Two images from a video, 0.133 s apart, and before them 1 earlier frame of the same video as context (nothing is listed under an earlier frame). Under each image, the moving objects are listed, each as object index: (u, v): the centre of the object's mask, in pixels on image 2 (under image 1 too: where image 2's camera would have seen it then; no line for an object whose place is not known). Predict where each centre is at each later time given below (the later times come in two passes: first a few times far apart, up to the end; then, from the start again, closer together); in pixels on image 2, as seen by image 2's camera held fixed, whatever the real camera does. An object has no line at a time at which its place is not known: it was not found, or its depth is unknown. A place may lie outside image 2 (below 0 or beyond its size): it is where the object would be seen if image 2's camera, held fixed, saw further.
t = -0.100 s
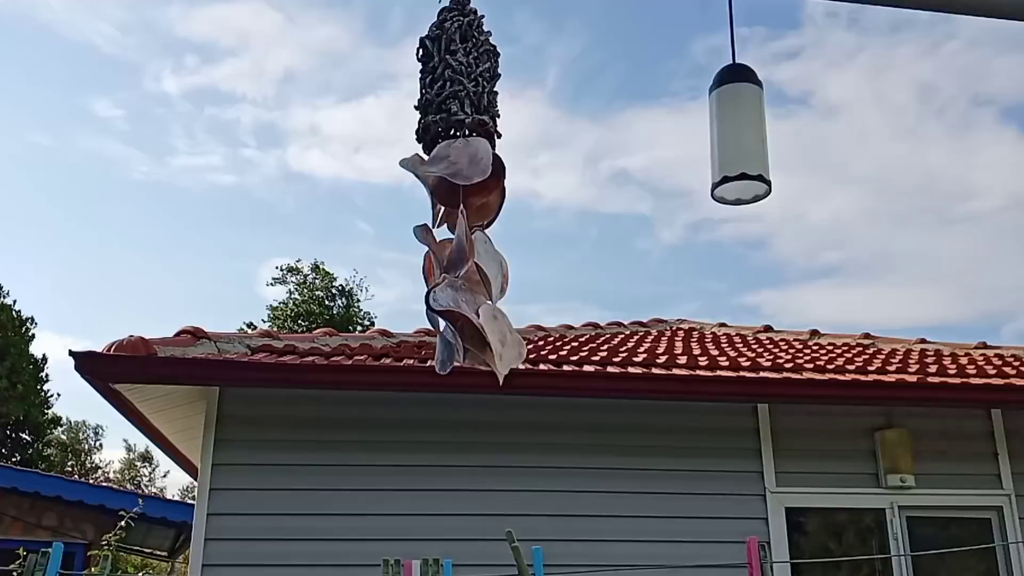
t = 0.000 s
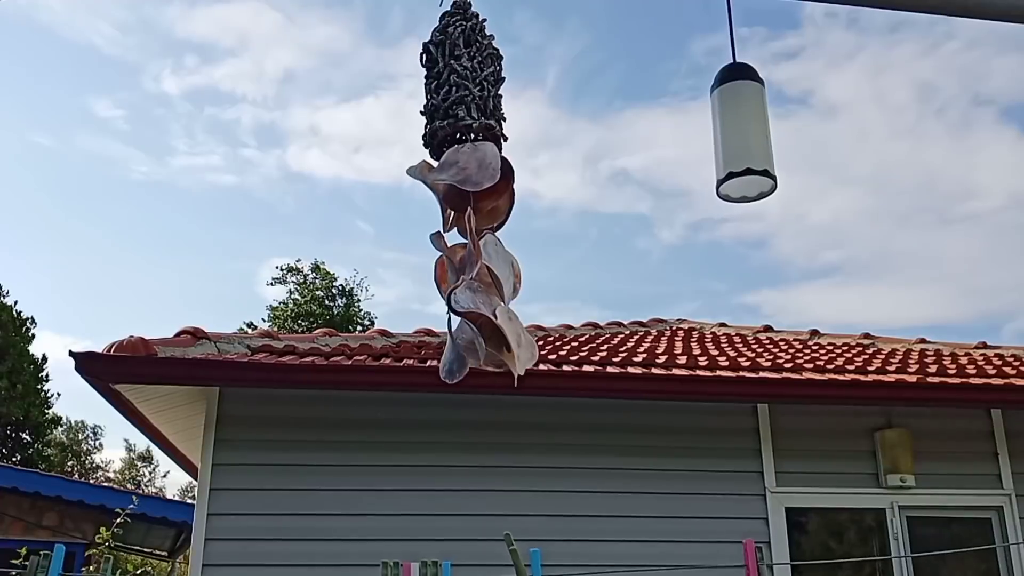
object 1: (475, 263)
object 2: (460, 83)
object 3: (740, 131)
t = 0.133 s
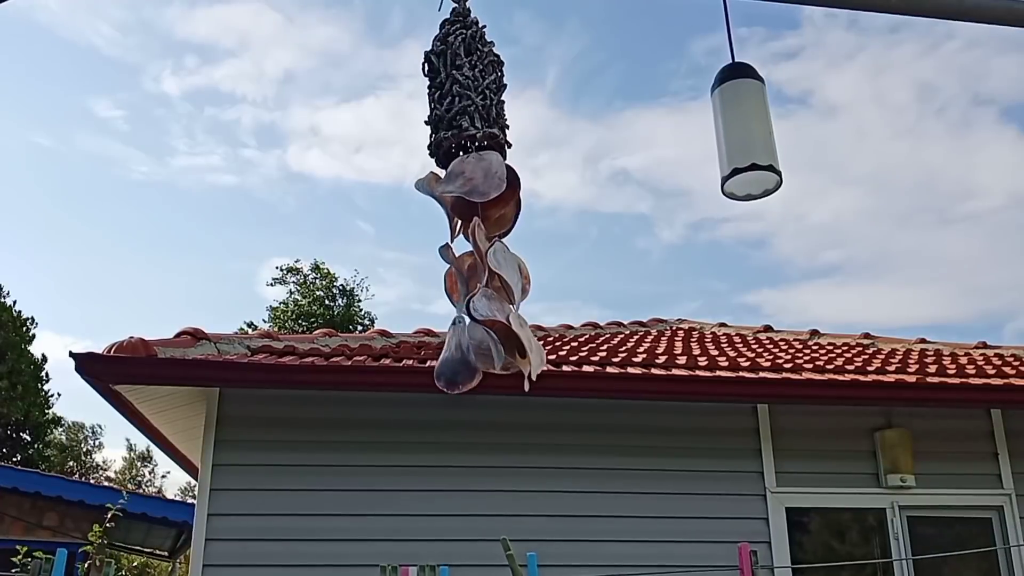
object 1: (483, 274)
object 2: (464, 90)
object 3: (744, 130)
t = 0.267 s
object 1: (480, 286)
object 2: (465, 94)
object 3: (744, 130)
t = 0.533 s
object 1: (459, 291)
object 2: (456, 98)
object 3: (731, 137)
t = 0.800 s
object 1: (433, 283)
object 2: (447, 95)
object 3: (726, 140)
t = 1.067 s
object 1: (419, 279)
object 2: (443, 90)
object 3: (736, 135)
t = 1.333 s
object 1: (440, 277)
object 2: (451, 88)
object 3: (741, 130)
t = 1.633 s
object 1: (472, 282)
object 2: (462, 94)
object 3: (729, 138)
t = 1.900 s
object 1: (464, 292)
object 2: (459, 100)
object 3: (725, 140)
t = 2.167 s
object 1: (436, 289)
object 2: (449, 98)
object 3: (734, 135)
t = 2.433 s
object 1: (425, 284)
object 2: (446, 93)
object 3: (737, 133)
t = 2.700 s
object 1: (445, 267)
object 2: (450, 88)
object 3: (729, 139)
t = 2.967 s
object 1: (466, 271)
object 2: (458, 92)
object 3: (729, 140)
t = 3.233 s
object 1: (465, 283)
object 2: (461, 98)
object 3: (739, 135)
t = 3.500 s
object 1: (446, 292)
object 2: (454, 100)
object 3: (737, 134)
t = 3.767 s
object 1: (431, 286)
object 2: (449, 95)
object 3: (730, 139)
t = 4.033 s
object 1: (435, 275)
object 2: (449, 90)
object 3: (731, 140)
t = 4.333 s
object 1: (456, 274)
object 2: (455, 92)
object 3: (736, 135)
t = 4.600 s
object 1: (462, 284)
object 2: (457, 99)
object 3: (735, 135)
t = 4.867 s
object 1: (454, 287)
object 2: (455, 102)
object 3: (730, 140)
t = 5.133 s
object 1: (443, 281)
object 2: (451, 99)
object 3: (730, 139)
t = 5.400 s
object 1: (442, 270)
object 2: (449, 92)
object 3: (737, 135)
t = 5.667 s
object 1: (451, 269)
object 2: (452, 91)
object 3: (736, 136)
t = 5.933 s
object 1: (456, 281)
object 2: (455, 96)
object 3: (728, 139)
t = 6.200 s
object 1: (453, 289)
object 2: (454, 101)
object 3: (727, 138)
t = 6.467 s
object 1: (447, 288)
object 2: (451, 100)
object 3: (734, 134)
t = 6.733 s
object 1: (441, 276)
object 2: (450, 92)
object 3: (738, 133)
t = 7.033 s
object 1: (441, 264)
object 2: (450, 89)
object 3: (733, 137)
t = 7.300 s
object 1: (449, 272)
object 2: (454, 94)
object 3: (734, 138)
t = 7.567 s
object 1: (455, 287)
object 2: (459, 100)
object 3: (738, 134)
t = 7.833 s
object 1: (455, 292)
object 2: (458, 101)
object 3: (738, 135)
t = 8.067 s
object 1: (447, 287)
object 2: (455, 97)
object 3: (735, 139)
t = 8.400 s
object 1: (437, 272)
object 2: (451, 90)
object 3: (733, 140)
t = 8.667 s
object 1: (442, 274)
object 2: (453, 93)
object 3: (736, 138)
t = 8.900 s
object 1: (452, 283)
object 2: (457, 99)
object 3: (736, 137)
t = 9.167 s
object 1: (458, 291)
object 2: (458, 101)
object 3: (732, 138)
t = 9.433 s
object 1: (450, 290)
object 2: (455, 98)
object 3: (733, 138)
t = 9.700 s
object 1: (436, 280)
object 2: (449, 92)
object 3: (735, 137)
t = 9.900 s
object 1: (433, 275)
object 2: (449, 89)
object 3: (735, 137)
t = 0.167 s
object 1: (483, 277)
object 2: (465, 91)
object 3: (744, 130)
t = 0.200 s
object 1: (482, 280)
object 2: (465, 92)
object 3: (744, 130)
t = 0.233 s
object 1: (481, 283)
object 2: (465, 93)
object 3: (744, 130)
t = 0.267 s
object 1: (480, 286)
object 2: (465, 94)
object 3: (744, 130)
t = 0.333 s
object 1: (475, 289)
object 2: (464, 96)
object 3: (742, 132)
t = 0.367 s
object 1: (472, 290)
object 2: (463, 96)
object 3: (740, 132)
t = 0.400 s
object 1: (469, 291)
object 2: (462, 97)
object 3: (739, 133)
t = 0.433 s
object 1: (466, 291)
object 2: (460, 97)
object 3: (737, 134)
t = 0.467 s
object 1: (464, 291)
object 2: (459, 98)
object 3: (735, 135)
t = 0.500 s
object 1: (461, 291)
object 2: (457, 98)
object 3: (733, 136)
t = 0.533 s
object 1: (459, 291)
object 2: (456, 98)
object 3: (731, 137)
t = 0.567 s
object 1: (456, 291)
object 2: (455, 98)
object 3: (730, 138)
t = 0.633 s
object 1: (450, 290)
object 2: (453, 97)
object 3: (727, 139)
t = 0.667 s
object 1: (446, 289)
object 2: (452, 97)
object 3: (727, 139)
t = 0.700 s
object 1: (443, 288)
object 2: (450, 96)
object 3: (726, 139)
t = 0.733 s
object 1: (439, 286)
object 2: (449, 96)
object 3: (726, 140)
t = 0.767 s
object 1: (436, 285)
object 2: (448, 95)
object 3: (726, 140)
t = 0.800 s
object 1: (433, 283)
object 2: (447, 95)
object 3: (726, 140)
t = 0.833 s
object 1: (429, 282)
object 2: (446, 94)
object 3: (727, 139)
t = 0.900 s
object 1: (424, 280)
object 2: (444, 93)
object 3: (729, 138)
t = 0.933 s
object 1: (422, 280)
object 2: (444, 92)
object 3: (730, 138)
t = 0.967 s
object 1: (421, 280)
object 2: (443, 91)
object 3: (732, 137)
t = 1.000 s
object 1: (419, 280)
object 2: (443, 91)
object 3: (733, 136)
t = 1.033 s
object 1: (419, 279)
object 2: (443, 90)
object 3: (735, 135)
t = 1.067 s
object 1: (419, 279)
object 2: (443, 90)
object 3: (736, 135)
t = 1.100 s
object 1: (419, 279)
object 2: (443, 89)
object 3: (737, 133)
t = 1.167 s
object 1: (422, 278)
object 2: (444, 88)
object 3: (740, 132)
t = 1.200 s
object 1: (425, 278)
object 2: (445, 88)
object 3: (740, 131)
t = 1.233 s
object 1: (428, 277)
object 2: (447, 88)
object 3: (741, 131)
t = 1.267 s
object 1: (432, 277)
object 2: (448, 88)
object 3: (741, 130)
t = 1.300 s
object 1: (436, 277)
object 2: (449, 88)
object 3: (741, 130)
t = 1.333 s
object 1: (440, 277)
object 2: (451, 88)
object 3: (741, 130)
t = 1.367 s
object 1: (445, 278)
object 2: (453, 88)
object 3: (740, 131)
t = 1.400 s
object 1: (449, 278)
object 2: (454, 88)
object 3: (740, 131)
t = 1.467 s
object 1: (457, 279)
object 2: (457, 89)
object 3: (737, 133)
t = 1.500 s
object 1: (461, 280)
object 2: (458, 90)
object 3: (736, 134)
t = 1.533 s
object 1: (465, 280)
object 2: (459, 91)
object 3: (734, 135)
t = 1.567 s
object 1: (468, 280)
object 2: (460, 92)
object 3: (732, 136)
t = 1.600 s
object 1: (471, 281)
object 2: (461, 93)
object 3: (731, 137)
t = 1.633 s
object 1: (472, 282)
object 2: (462, 94)
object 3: (729, 138)
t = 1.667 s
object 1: (473, 284)
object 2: (462, 95)
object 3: (728, 139)
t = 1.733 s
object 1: (473, 289)
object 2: (462, 97)
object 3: (726, 140)
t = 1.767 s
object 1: (472, 290)
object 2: (462, 98)
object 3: (725, 140)
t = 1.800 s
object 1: (471, 291)
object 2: (461, 98)
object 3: (724, 141)
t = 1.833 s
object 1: (469, 291)
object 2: (461, 99)
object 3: (724, 141)
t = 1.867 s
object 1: (467, 292)
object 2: (460, 100)
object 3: (724, 140)
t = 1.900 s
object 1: (464, 292)
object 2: (459, 100)
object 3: (725, 140)
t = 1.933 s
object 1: (461, 292)
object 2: (458, 100)
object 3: (725, 140)
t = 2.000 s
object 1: (454, 290)
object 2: (456, 100)
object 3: (727, 139)
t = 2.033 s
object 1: (450, 289)
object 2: (455, 100)
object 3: (729, 138)
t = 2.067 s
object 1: (446, 289)
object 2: (453, 100)
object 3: (730, 137)
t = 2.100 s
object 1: (443, 289)
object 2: (452, 99)
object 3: (732, 136)
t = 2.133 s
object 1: (439, 289)
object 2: (450, 99)
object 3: (733, 135)
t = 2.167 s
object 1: (436, 289)
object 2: (449, 98)
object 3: (734, 135)
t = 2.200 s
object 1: (433, 289)
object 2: (449, 98)
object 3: (736, 134)
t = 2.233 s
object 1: (431, 289)
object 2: (448, 98)
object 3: (737, 133)
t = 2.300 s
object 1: (427, 287)
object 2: (446, 96)
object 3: (738, 132)
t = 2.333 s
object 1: (425, 286)
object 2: (446, 96)
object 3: (738, 132)
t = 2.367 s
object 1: (425, 286)
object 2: (446, 95)
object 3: (738, 132)
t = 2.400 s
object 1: (425, 285)
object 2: (446, 94)
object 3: (738, 132)
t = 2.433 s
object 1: (425, 284)
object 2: (446, 93)
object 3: (737, 133)
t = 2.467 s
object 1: (426, 282)
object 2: (446, 92)
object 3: (737, 133)
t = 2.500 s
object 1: (428, 280)
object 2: (447, 91)
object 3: (736, 134)
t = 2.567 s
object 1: (432, 275)
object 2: (447, 89)
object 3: (734, 135)
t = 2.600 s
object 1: (435, 273)
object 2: (448, 89)
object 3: (732, 136)
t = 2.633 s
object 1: (438, 271)
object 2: (449, 88)
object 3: (731, 137)
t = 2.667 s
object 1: (441, 269)
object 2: (449, 88)
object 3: (730, 138)
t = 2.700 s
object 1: (445, 267)
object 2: (450, 88)
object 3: (729, 139)
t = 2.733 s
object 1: (448, 266)
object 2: (451, 88)
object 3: (729, 139)
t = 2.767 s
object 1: (452, 266)
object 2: (452, 88)
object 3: (728, 140)
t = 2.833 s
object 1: (457, 266)
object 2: (454, 89)
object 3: (727, 141)
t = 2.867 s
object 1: (460, 266)
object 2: (455, 90)
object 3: (727, 141)
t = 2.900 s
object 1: (462, 268)
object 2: (456, 90)
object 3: (728, 141)
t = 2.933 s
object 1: (464, 269)
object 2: (457, 91)
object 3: (728, 141)
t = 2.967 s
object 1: (466, 271)
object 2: (458, 92)
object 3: (729, 140)
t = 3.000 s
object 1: (467, 273)
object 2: (459, 93)
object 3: (730, 140)
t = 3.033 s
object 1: (468, 274)
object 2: (460, 94)
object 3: (731, 139)
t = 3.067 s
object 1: (469, 276)
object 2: (461, 95)
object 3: (733, 138)
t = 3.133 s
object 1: (469, 279)
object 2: (462, 96)
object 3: (736, 137)
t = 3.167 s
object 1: (468, 281)
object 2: (462, 97)
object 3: (737, 136)
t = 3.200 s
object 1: (467, 282)
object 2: (462, 98)
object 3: (738, 135)
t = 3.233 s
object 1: (465, 283)
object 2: (461, 98)
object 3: (739, 135)
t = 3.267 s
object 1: (463, 285)
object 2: (461, 99)
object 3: (740, 134)
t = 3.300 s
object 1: (461, 286)
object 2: (460, 100)
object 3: (740, 134)
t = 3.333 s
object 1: (459, 287)
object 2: (459, 100)
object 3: (740, 133)
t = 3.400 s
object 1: (454, 290)
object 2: (457, 101)
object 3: (739, 133)
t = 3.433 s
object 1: (452, 291)
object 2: (456, 101)
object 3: (738, 133)
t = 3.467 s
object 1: (449, 292)
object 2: (455, 101)
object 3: (738, 134)
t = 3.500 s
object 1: (446, 292)
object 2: (454, 100)
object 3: (737, 134)
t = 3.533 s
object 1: (444, 292)
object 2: (453, 100)
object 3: (736, 135)
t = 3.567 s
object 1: (441, 291)
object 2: (453, 100)
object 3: (735, 135)
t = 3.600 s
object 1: (439, 291)
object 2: (452, 99)
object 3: (734, 136)
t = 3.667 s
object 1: (435, 289)
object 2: (450, 98)
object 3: (732, 137)
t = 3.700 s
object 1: (434, 288)
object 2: (450, 96)
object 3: (731, 138)
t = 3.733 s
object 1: (432, 287)
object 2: (449, 96)
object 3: (730, 139)
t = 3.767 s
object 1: (431, 286)
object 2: (449, 95)
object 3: (730, 139)
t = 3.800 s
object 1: (430, 284)
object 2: (448, 95)
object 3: (729, 140)
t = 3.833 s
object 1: (430, 283)
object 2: (448, 94)
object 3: (729, 140)
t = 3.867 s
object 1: (430, 282)
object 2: (448, 94)
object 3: (729, 141)
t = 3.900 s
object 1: (430, 280)
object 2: (448, 93)
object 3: (729, 141)
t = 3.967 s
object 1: (432, 277)
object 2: (448, 91)
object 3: (730, 141)
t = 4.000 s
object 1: (434, 276)
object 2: (449, 90)
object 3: (730, 140)
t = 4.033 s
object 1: (435, 275)
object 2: (449, 90)
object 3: (731, 140)
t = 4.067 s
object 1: (438, 274)
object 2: (450, 90)
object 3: (731, 140)
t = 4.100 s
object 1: (440, 273)
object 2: (450, 89)
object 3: (732, 139)
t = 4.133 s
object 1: (443, 272)
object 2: (451, 89)
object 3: (733, 139)
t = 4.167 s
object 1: (445, 272)
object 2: (452, 89)
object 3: (734, 138)
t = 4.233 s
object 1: (450, 272)
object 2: (453, 90)
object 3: (735, 137)
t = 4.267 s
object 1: (453, 273)
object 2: (454, 90)
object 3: (736, 136)
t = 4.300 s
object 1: (454, 273)
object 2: (454, 91)
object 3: (736, 135)
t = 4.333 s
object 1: (456, 274)
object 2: (455, 92)
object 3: (736, 135)
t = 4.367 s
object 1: (458, 276)
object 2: (455, 93)
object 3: (737, 134)
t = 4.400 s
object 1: (459, 277)
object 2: (456, 93)
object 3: (737, 134)
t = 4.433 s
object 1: (460, 279)
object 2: (456, 94)
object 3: (737, 134)
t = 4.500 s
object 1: (462, 281)
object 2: (457, 96)
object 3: (736, 134)
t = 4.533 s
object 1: (462, 282)
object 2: (457, 97)
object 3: (736, 134)
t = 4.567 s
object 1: (462, 283)
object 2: (457, 98)
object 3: (735, 134)
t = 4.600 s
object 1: (462, 284)
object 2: (457, 99)
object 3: (735, 135)
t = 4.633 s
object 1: (461, 285)
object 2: (457, 100)
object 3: (734, 136)
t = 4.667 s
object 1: (461, 286)
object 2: (457, 100)
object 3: (734, 136)
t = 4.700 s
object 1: (460, 287)
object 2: (457, 101)
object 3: (733, 137)
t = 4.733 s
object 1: (459, 287)
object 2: (457, 102)
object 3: (732, 138)
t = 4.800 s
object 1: (457, 288)
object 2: (456, 102)
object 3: (731, 139)
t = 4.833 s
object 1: (456, 288)
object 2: (456, 102)
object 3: (730, 140)
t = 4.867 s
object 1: (454, 287)
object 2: (455, 102)
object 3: (730, 140)
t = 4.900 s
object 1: (452, 287)
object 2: (455, 102)
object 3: (729, 140)
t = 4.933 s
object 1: (451, 287)
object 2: (454, 102)
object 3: (729, 141)
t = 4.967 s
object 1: (450, 286)
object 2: (453, 102)
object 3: (729, 141)
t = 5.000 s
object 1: (448, 285)
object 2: (453, 101)
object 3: (729, 141)
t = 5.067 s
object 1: (445, 283)
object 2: (452, 100)
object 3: (729, 140)
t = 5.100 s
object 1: (444, 282)
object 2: (451, 100)
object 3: (730, 140)
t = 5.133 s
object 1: (443, 281)
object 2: (451, 99)
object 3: (730, 139)
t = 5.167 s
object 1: (443, 279)
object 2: (450, 98)
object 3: (731, 139)
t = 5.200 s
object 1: (442, 278)
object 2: (450, 97)
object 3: (732, 138)
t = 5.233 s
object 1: (441, 276)
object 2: (449, 96)
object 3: (732, 137)
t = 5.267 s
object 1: (441, 275)
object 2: (449, 95)
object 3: (733, 137)
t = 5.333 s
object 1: (442, 272)
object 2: (449, 94)
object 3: (735, 136)
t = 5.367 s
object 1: (442, 271)
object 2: (449, 93)
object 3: (736, 135)
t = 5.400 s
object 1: (442, 270)
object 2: (449, 92)
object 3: (737, 135)
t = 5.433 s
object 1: (443, 269)
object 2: (449, 91)
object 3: (737, 134)
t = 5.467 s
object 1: (443, 267)
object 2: (450, 91)
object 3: (738, 134)
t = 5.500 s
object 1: (445, 268)
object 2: (450, 91)
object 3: (738, 134)
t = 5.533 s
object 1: (446, 268)
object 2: (450, 90)
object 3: (738, 134)
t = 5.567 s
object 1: (447, 267)
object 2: (450, 90)
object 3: (738, 134)
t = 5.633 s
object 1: (449, 268)
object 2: (451, 90)
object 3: (737, 135)
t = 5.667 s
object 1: (451, 269)
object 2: (452, 91)
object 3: (736, 136)
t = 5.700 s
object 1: (452, 270)
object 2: (452, 91)
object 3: (735, 136)
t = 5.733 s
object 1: (452, 271)
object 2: (453, 92)
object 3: (734, 137)
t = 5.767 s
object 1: (454, 273)
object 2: (453, 92)
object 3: (733, 137)
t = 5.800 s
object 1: (455, 274)
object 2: (454, 93)
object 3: (732, 137)
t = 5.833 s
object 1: (455, 276)
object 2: (454, 94)
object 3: (731, 138)
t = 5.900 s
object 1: (456, 279)
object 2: (454, 96)
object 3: (729, 139)
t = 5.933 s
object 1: (456, 281)
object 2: (455, 96)
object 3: (728, 139)
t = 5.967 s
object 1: (456, 282)
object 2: (455, 97)
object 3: (727, 140)
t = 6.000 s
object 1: (456, 284)
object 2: (455, 98)
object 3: (727, 140)
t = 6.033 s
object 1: (456, 285)
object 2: (455, 99)
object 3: (726, 139)
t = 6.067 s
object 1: (455, 287)
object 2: (455, 100)
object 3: (726, 140)
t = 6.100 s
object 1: (455, 288)
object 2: (455, 100)
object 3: (726, 139)
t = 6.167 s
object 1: (454, 289)
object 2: (454, 101)
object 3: (726, 139)
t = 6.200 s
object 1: (453, 289)
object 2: (454, 101)
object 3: (727, 138)
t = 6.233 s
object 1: (452, 289)
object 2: (454, 101)
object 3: (727, 138)
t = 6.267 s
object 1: (452, 289)
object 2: (454, 101)
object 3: (728, 137)
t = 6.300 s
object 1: (451, 289)
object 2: (453, 101)
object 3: (729, 137)
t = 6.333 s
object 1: (450, 290)
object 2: (453, 101)
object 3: (731, 136)
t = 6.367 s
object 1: (450, 289)
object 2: (453, 101)
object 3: (732, 136)
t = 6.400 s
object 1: (449, 289)
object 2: (453, 101)
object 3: (733, 135)
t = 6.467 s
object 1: (447, 288)
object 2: (451, 100)
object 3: (734, 134)
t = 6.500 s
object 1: (445, 287)
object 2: (451, 98)
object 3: (735, 134)
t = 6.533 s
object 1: (445, 286)
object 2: (451, 98)
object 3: (736, 133)
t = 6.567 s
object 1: (444, 285)
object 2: (450, 97)
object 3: (736, 133)
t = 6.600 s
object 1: (443, 283)
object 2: (450, 97)
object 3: (737, 133)
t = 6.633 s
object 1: (443, 282)
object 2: (450, 96)
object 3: (737, 133)
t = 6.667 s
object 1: (442, 280)
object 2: (450, 94)
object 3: (737, 133)
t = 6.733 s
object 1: (441, 276)
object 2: (450, 92)
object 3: (738, 133)
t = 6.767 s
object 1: (441, 274)
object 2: (450, 91)
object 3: (737, 134)
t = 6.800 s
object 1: (442, 271)
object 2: (449, 90)
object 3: (737, 134)
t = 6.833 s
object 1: (441, 269)
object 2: (449, 89)
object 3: (737, 134)
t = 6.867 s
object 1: (441, 267)
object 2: (450, 89)
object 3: (736, 135)
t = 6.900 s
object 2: (449, 88)
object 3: (735, 135)
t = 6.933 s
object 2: (450, 88)
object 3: (735, 136)
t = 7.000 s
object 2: (450, 88)
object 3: (734, 137)
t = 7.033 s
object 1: (441, 264)
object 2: (450, 89)
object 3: (733, 137)
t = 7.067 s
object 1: (442, 263)
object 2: (451, 89)
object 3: (733, 138)
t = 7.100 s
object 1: (443, 264)
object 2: (451, 89)
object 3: (733, 138)
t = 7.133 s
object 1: (444, 264)
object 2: (452, 90)
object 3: (733, 138)
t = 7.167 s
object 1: (445, 265)
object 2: (452, 90)
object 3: (733, 138)
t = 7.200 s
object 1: (446, 266)
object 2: (453, 91)
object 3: (733, 138)
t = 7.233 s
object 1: (447, 268)
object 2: (453, 92)
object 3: (733, 138)
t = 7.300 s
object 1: (449, 272)
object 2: (454, 94)
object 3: (734, 138)
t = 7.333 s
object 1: (450, 274)
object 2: (455, 94)
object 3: (734, 137)
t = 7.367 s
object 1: (451, 277)
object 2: (455, 95)
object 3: (735, 137)
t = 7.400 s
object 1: (452, 279)
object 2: (456, 96)
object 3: (736, 136)
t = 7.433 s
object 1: (453, 281)
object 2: (457, 97)
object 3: (736, 136)
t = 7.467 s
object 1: (453, 283)
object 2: (457, 98)
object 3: (737, 136)
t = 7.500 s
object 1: (454, 284)
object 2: (458, 99)
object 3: (737, 135)
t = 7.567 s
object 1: (455, 287)
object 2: (459, 100)
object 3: (738, 134)
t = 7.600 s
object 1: (456, 288)
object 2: (459, 100)
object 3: (739, 134)
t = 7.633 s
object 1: (456, 289)
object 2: (459, 101)
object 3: (739, 134)
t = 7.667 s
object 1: (456, 290)
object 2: (459, 101)
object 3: (739, 134)
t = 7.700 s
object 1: (456, 290)
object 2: (459, 101)
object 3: (739, 134)
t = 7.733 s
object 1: (456, 291)
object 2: (459, 101)
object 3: (739, 134)
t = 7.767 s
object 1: (456, 291)
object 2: (459, 101)
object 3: (739, 134)
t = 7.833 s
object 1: (455, 292)
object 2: (458, 101)
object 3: (738, 135)
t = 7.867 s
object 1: (454, 291)
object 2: (458, 101)
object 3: (738, 136)
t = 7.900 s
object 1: (453, 291)
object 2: (457, 100)
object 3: (737, 136)
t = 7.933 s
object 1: (452, 290)
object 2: (457, 100)
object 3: (737, 136)
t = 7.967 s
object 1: (451, 290)
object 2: (456, 99)
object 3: (736, 137)
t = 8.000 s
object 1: (450, 289)
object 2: (456, 99)
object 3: (736, 138)
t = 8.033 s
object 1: (448, 288)
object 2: (455, 98)
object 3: (735, 138)
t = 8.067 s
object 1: (447, 287)
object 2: (455, 97)
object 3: (735, 139)
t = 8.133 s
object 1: (444, 284)
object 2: (454, 96)
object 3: (734, 139)
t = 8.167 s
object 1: (443, 282)
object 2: (454, 95)
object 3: (734, 140)
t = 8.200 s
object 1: (442, 280)
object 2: (453, 94)
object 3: (733, 140)
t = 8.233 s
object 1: (441, 278)
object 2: (453, 93)
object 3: (733, 140)
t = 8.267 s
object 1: (439, 277)
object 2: (452, 93)
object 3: (733, 140)
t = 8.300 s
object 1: (439, 275)
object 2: (452, 92)
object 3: (733, 140)
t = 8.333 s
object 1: (438, 274)
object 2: (451, 91)
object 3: (733, 140)
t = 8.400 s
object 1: (437, 272)
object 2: (451, 90)
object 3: (733, 140)
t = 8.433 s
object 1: (437, 272)
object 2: (451, 90)
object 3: (734, 140)
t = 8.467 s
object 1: (437, 272)
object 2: (451, 90)
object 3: (734, 140)
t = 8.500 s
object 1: (437, 272)
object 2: (451, 90)
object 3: (734, 139)
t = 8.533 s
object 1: (437, 272)
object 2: (451, 90)
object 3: (735, 139)
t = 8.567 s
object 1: (438, 272)
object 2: (451, 91)
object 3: (735, 138)
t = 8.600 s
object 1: (439, 273)
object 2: (452, 91)
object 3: (735, 138)
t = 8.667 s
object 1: (442, 274)
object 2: (453, 93)
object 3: (736, 138)
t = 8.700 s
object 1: (443, 276)
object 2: (453, 94)
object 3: (736, 137)
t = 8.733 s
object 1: (444, 277)
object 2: (454, 94)
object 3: (736, 137)
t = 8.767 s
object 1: (446, 278)
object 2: (454, 95)
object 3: (736, 137)
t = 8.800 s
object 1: (448, 279)
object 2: (455, 96)
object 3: (736, 137)
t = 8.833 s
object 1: (449, 281)
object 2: (456, 97)
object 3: (736, 137)
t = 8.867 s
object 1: (451, 282)
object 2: (456, 98)
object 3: (736, 137)
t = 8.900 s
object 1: (452, 283)
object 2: (457, 99)
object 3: (736, 137)
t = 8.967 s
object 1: (455, 286)
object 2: (457, 100)
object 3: (735, 138)
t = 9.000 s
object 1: (456, 287)
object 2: (458, 100)
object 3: (734, 138)
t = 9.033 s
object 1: (457, 288)
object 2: (458, 101)
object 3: (734, 138)
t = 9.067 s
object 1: (457, 289)
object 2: (458, 101)
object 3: (733, 138)
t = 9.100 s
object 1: (457, 290)
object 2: (458, 101)
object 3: (733, 138)
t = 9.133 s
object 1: (458, 290)
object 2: (458, 99)
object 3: (732, 138)
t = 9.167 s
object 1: (458, 291)
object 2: (458, 101)
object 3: (732, 138)
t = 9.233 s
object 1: (457, 292)
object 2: (458, 101)
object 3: (732, 138)
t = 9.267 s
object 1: (456, 292)
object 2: (458, 100)
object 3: (731, 138)
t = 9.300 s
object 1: (455, 292)
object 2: (457, 100)
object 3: (732, 138)
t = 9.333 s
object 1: (454, 291)
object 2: (457, 100)
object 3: (732, 138)
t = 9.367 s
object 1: (453, 291)
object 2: (456, 99)
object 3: (732, 138)
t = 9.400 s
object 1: (451, 290)
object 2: (456, 99)
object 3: (733, 138)
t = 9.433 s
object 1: (450, 290)
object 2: (455, 98)
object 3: (733, 138)
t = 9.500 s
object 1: (446, 288)
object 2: (454, 97)
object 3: (733, 138)
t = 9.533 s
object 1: (445, 287)
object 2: (453, 96)
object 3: (734, 138)
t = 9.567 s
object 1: (443, 285)
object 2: (452, 95)
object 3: (734, 138)
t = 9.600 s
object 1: (441, 284)
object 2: (451, 93)
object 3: (734, 137)
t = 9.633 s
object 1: (439, 283)
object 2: (450, 94)
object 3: (734, 137)
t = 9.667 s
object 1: (437, 281)
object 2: (449, 93)
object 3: (734, 137)
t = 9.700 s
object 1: (436, 280)
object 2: (449, 92)
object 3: (735, 137)
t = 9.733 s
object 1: (435, 279)
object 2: (449, 92)
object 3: (735, 137)
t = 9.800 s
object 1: (434, 277)
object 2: (448, 91)
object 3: (735, 137)
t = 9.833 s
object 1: (433, 276)
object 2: (448, 91)
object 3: (735, 137)
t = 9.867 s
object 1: (433, 276)
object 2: (448, 90)
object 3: (735, 137)
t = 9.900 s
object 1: (433, 275)
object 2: (449, 89)
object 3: (735, 137)
